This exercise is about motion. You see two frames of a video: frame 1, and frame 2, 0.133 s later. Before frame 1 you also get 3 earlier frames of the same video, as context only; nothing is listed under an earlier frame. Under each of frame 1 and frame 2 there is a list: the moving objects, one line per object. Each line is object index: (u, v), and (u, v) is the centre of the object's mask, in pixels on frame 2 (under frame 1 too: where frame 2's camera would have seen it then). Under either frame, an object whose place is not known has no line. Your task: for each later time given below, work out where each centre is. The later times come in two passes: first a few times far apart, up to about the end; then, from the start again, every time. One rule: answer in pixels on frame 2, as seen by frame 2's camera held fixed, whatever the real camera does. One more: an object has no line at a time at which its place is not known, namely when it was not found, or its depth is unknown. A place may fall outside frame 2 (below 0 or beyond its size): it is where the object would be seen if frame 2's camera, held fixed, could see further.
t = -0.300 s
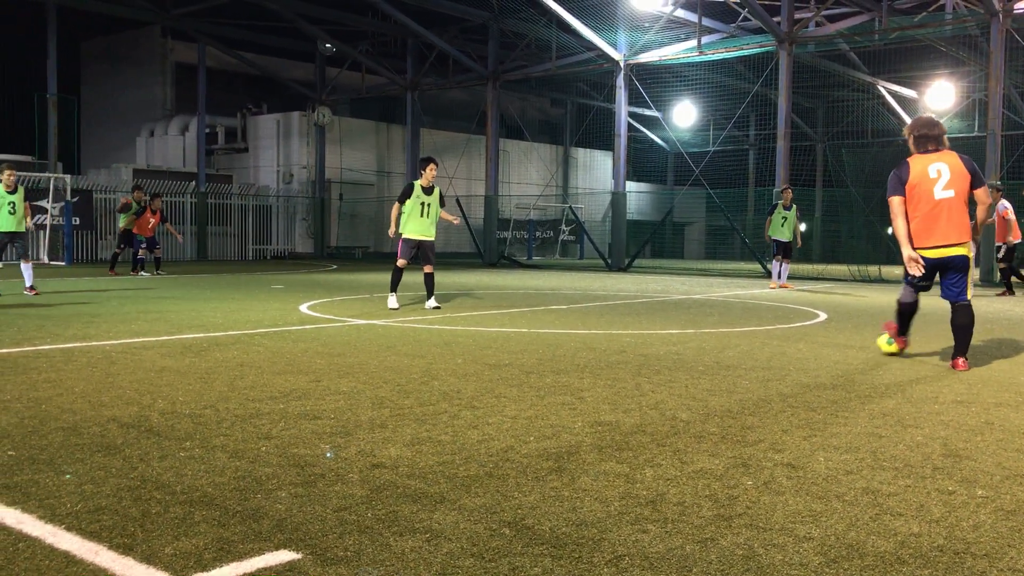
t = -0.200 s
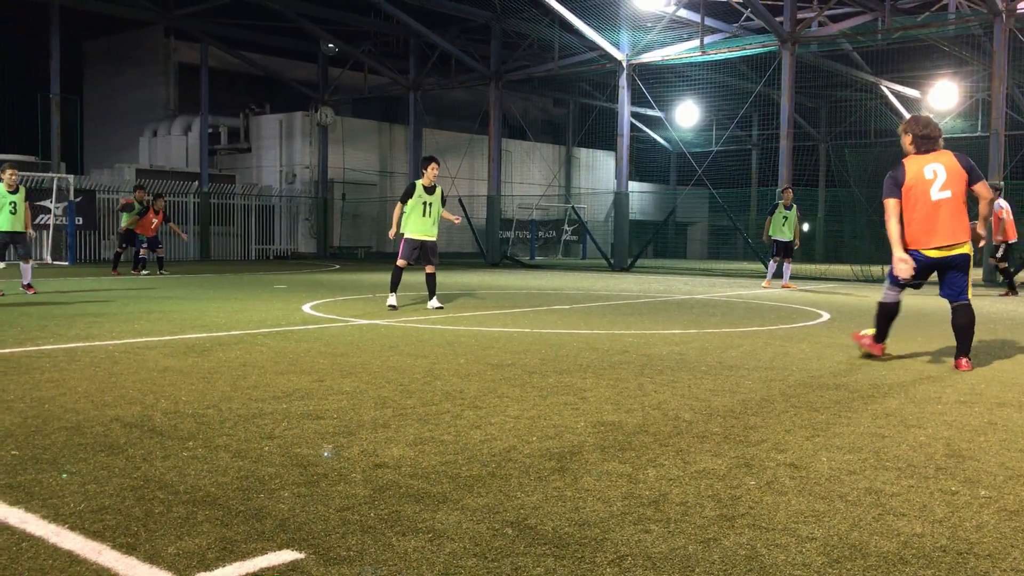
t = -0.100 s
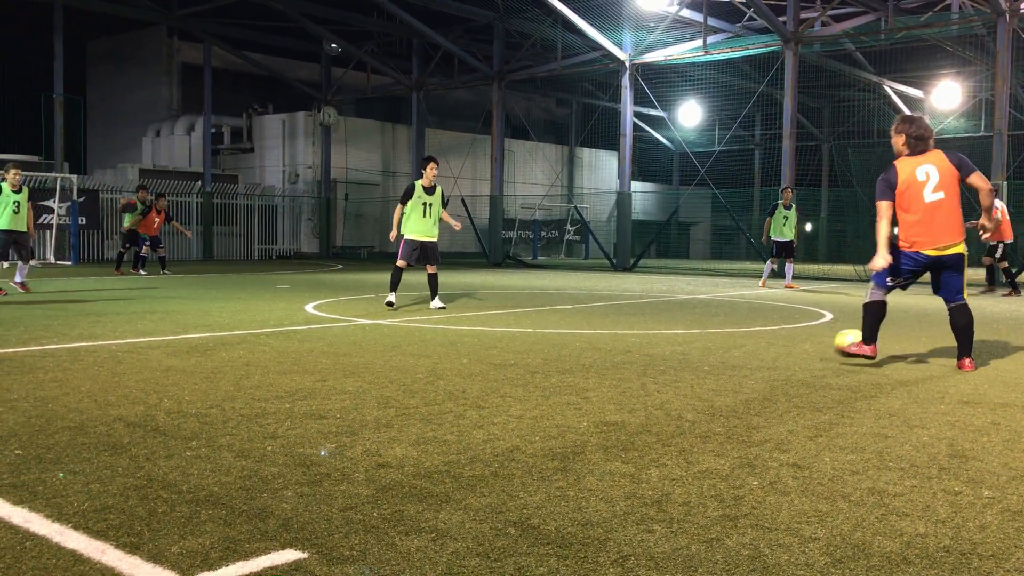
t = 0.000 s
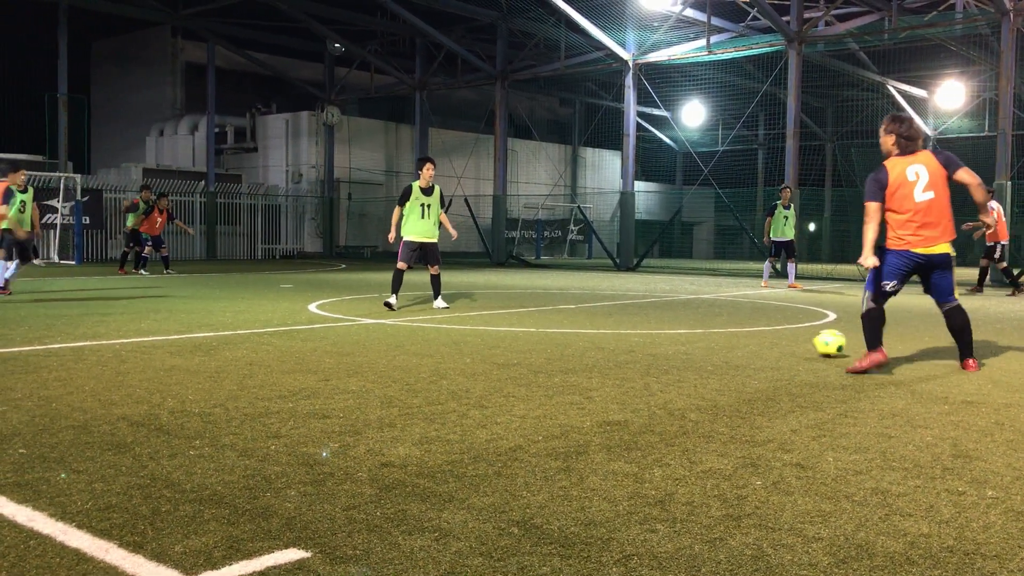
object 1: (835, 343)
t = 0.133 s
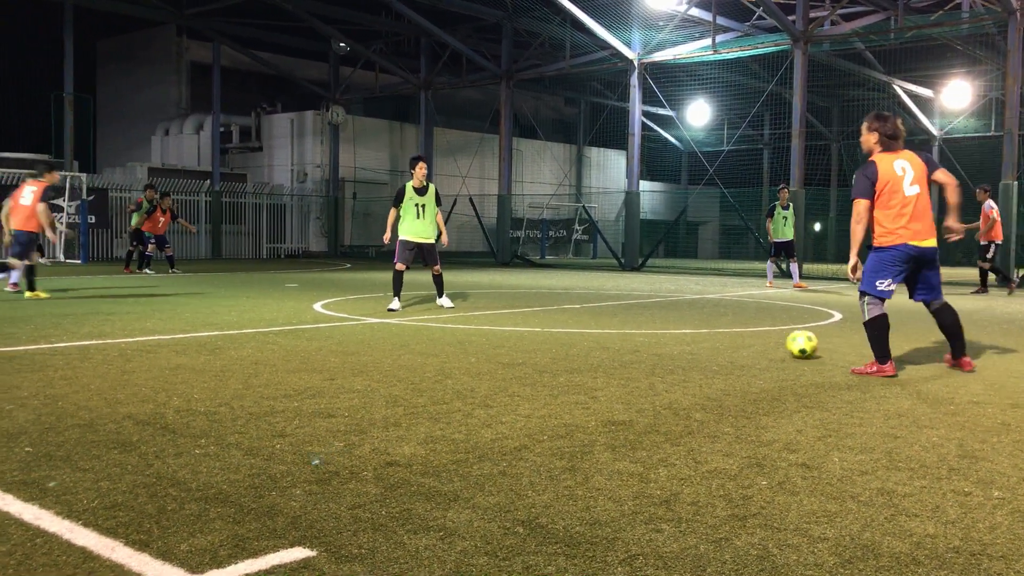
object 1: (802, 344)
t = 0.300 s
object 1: (761, 345)
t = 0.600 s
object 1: (686, 346)
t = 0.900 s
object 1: (612, 347)
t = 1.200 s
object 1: (538, 349)
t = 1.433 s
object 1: (480, 350)
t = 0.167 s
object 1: (794, 344)
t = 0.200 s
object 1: (785, 344)
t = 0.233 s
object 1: (777, 344)
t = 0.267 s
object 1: (769, 344)
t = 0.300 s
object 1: (761, 345)
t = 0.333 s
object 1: (753, 345)
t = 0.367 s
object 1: (744, 345)
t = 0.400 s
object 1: (736, 345)
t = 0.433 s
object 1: (727, 345)
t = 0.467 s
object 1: (719, 346)
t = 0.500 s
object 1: (711, 346)
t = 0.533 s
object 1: (703, 345)
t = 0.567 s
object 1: (694, 345)
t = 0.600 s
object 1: (686, 346)
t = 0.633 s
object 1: (678, 346)
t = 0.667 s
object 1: (670, 346)
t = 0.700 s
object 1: (662, 347)
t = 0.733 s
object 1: (653, 346)
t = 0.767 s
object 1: (645, 346)
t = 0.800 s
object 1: (637, 347)
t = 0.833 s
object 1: (629, 348)
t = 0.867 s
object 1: (620, 347)
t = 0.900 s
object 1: (612, 347)
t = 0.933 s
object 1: (604, 347)
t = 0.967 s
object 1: (595, 348)
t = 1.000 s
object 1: (587, 348)
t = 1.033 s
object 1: (579, 348)
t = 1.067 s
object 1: (570, 348)
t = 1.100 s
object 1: (562, 348)
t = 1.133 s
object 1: (554, 349)
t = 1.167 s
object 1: (546, 349)
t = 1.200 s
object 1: (538, 349)
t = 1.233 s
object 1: (529, 349)
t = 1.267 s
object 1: (521, 349)
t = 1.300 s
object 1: (513, 349)
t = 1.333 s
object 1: (505, 350)
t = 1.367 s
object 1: (497, 350)
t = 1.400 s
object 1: (488, 350)
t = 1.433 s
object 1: (480, 350)
